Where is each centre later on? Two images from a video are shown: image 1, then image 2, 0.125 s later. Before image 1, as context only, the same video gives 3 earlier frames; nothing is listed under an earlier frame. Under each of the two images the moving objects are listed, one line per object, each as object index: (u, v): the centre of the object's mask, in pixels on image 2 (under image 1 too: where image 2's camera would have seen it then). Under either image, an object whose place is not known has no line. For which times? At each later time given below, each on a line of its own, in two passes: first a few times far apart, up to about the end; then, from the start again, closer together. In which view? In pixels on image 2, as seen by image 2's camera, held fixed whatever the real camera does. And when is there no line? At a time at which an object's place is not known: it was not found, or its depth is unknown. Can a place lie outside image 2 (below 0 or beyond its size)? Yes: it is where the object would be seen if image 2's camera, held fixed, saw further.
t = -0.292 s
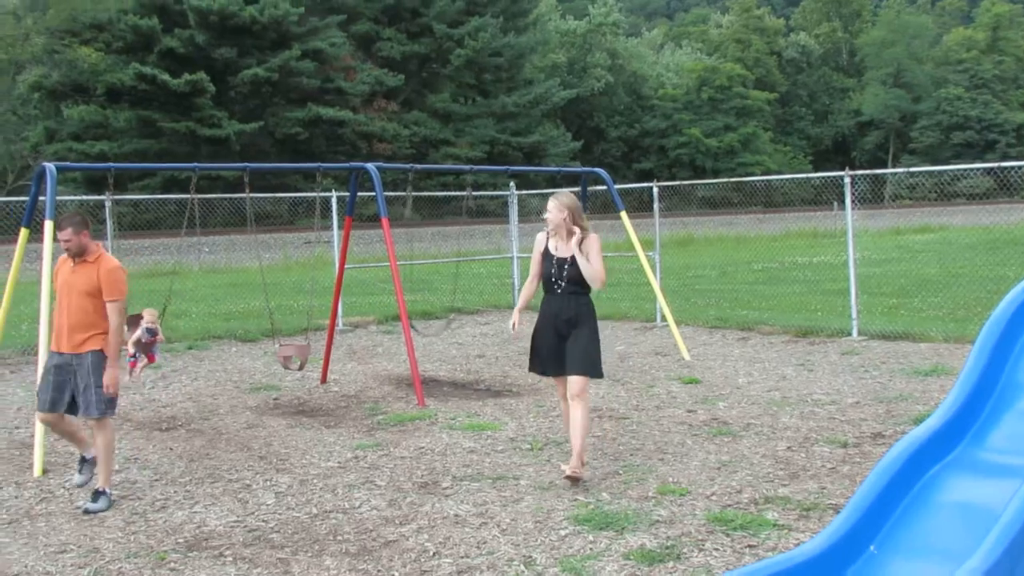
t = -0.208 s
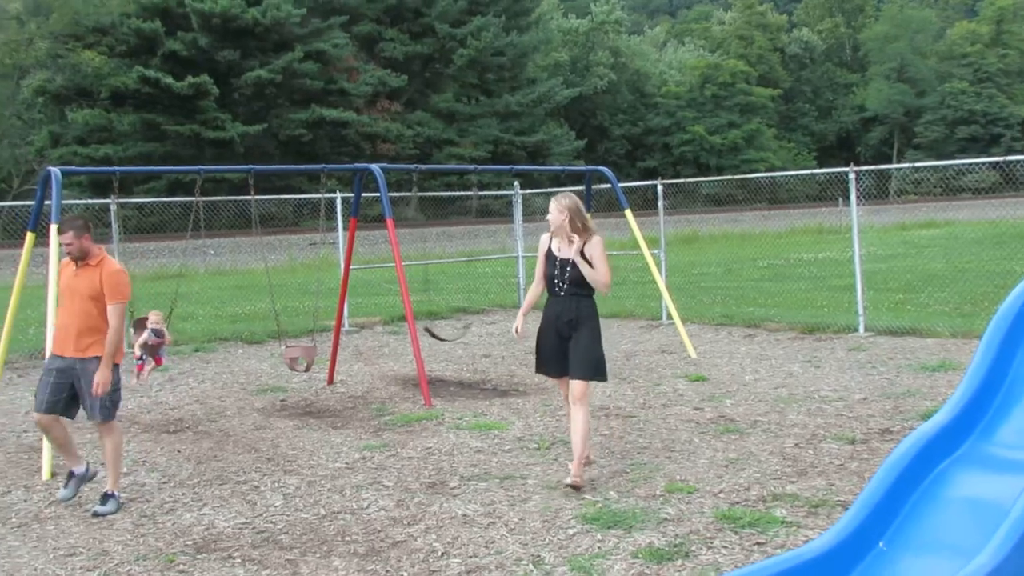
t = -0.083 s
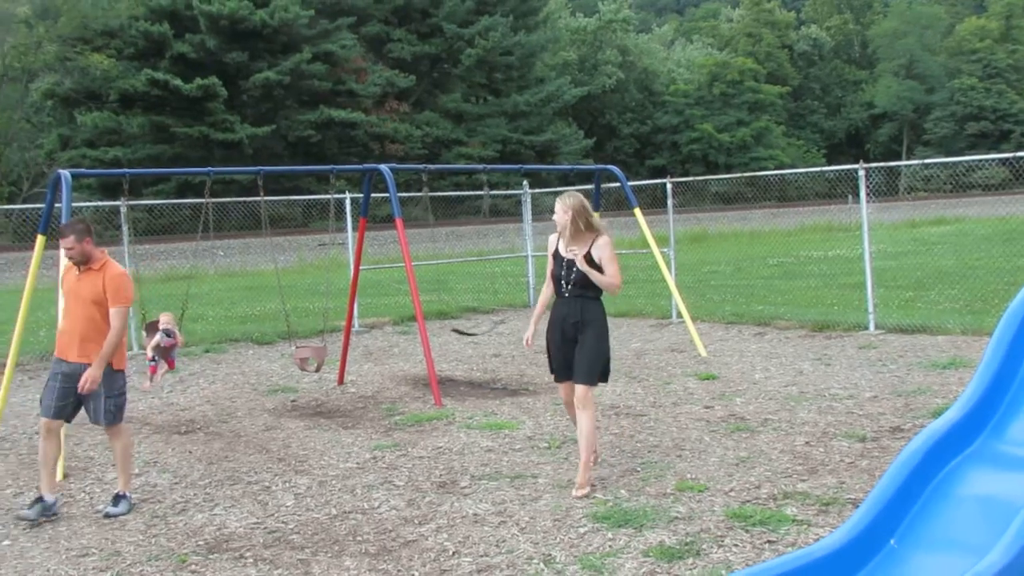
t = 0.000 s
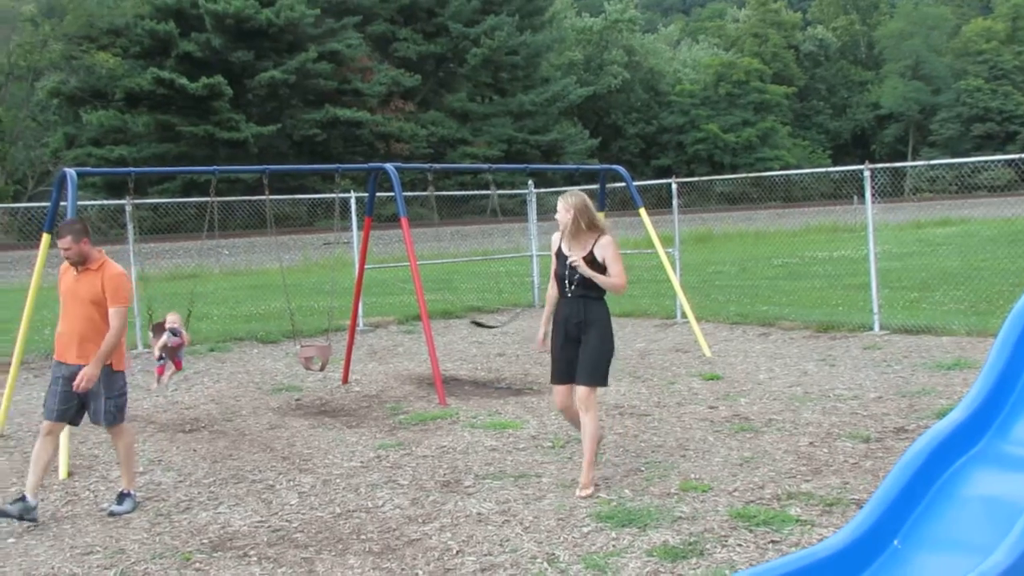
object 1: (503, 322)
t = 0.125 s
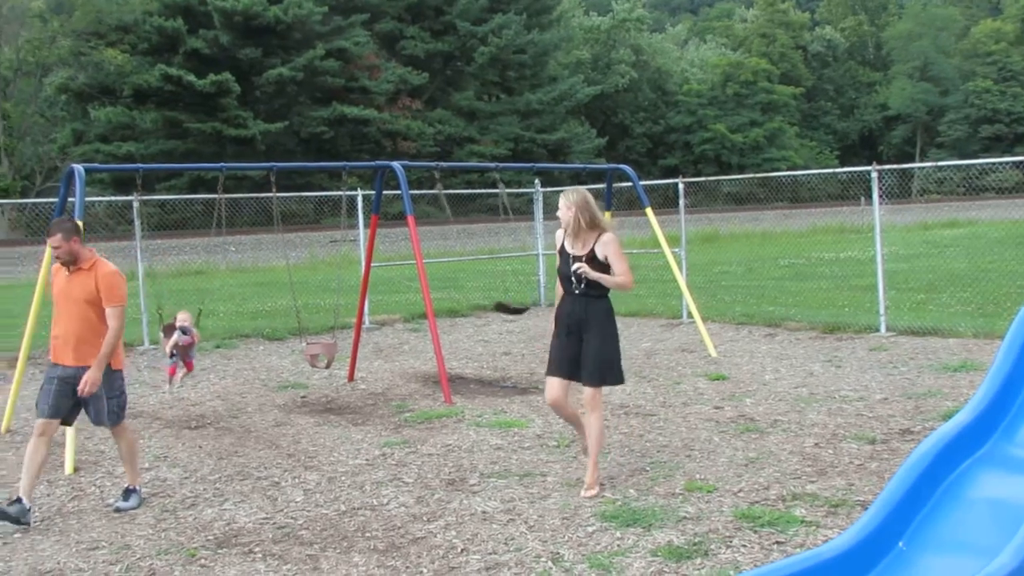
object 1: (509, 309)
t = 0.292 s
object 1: (524, 284)
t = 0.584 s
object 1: (526, 281)
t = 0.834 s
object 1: (505, 318)
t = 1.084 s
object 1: (475, 329)
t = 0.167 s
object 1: (516, 302)
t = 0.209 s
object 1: (519, 296)
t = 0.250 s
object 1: (522, 290)
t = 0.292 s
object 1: (524, 284)
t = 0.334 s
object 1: (526, 279)
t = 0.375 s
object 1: (527, 276)
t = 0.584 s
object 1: (526, 281)
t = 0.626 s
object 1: (523, 286)
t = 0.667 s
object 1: (520, 292)
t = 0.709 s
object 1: (516, 299)
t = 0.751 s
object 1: (513, 306)
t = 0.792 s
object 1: (509, 312)
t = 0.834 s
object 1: (505, 318)
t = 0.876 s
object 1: (499, 326)
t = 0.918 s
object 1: (494, 332)
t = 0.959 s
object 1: (495, 333)
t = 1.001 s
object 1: (490, 333)
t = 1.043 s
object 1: (482, 332)
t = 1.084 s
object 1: (475, 329)
